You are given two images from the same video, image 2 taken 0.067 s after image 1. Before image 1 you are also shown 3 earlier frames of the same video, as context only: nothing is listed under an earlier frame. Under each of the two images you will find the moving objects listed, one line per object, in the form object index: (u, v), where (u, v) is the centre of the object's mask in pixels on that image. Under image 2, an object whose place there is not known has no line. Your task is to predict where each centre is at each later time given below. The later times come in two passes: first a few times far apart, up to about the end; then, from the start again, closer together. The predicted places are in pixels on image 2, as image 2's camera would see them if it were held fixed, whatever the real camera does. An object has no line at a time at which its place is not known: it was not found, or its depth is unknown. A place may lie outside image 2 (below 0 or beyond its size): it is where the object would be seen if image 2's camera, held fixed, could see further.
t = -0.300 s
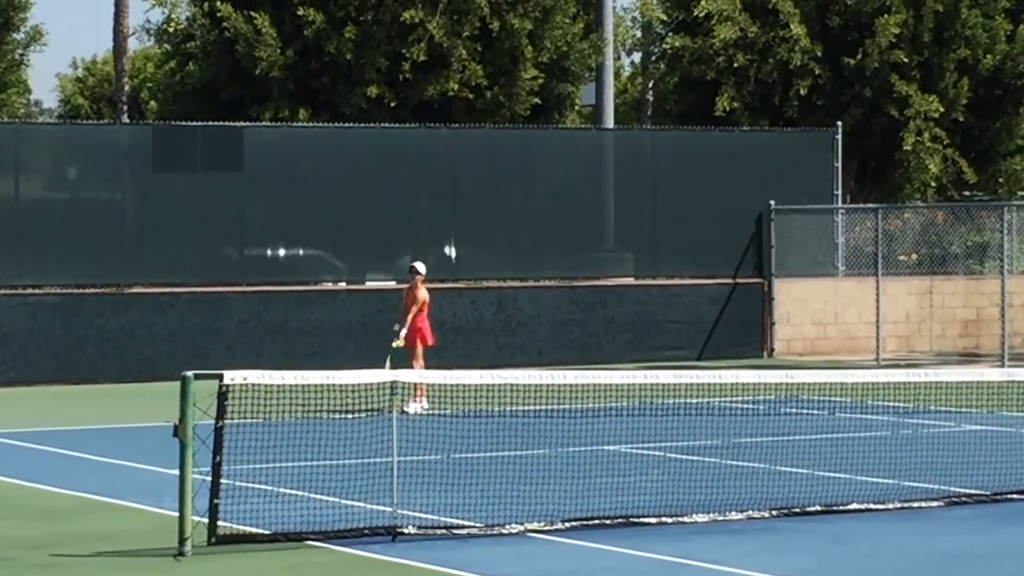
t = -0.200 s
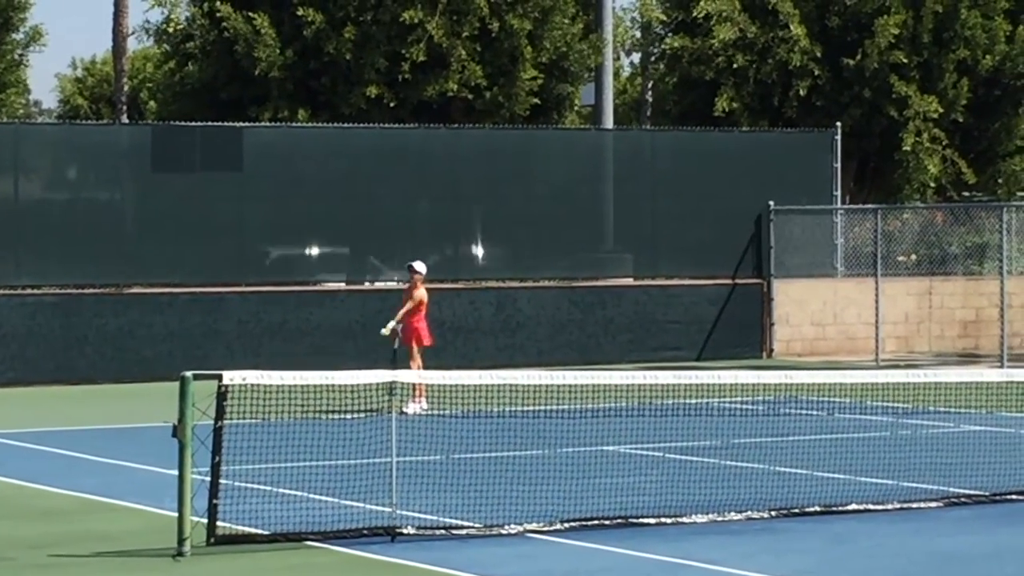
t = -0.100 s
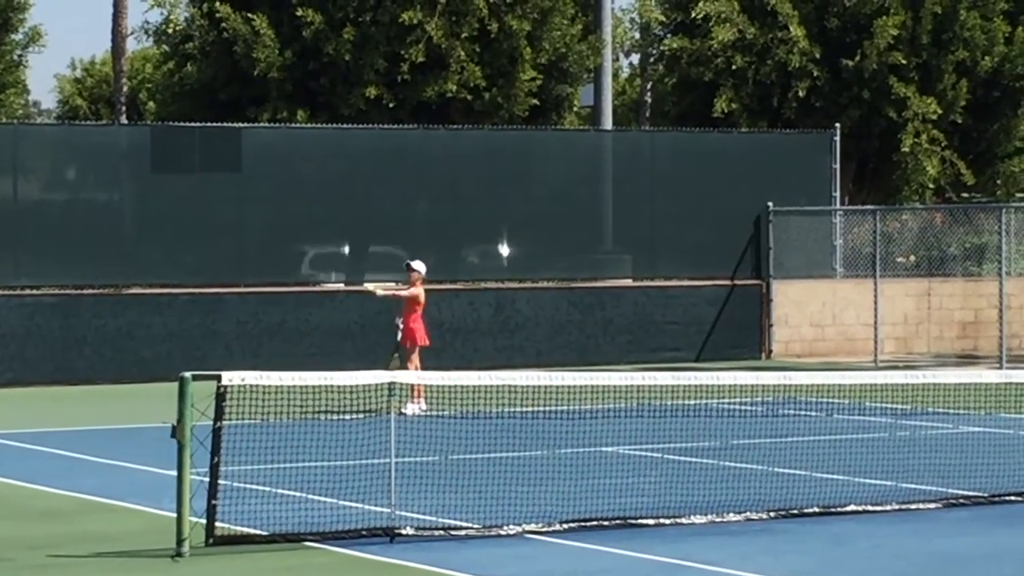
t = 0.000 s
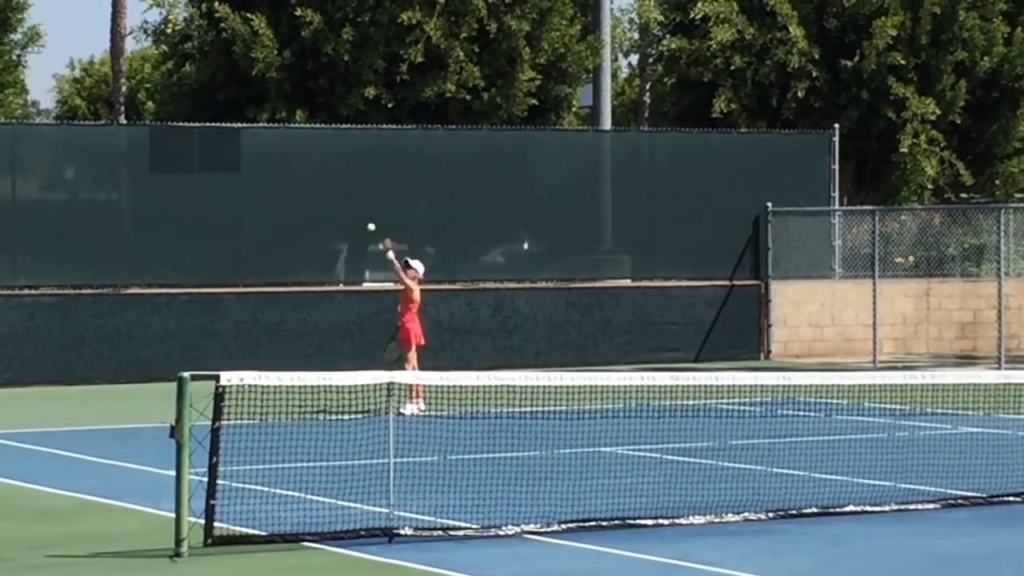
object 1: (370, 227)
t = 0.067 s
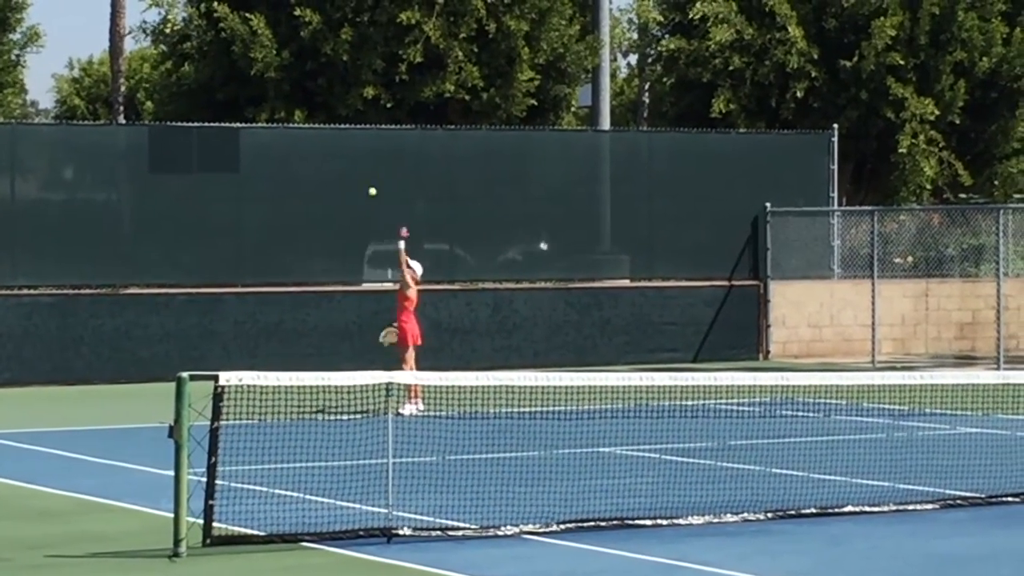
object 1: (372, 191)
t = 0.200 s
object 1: (376, 133)
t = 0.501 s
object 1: (385, 64)
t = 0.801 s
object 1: (394, 80)
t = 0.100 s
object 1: (373, 175)
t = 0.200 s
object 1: (376, 133)
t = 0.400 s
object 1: (382, 77)
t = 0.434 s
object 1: (383, 72)
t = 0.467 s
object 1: (383, 68)
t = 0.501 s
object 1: (385, 64)
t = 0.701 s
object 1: (391, 65)
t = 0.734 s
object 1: (392, 69)
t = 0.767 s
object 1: (393, 74)
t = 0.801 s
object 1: (394, 80)
